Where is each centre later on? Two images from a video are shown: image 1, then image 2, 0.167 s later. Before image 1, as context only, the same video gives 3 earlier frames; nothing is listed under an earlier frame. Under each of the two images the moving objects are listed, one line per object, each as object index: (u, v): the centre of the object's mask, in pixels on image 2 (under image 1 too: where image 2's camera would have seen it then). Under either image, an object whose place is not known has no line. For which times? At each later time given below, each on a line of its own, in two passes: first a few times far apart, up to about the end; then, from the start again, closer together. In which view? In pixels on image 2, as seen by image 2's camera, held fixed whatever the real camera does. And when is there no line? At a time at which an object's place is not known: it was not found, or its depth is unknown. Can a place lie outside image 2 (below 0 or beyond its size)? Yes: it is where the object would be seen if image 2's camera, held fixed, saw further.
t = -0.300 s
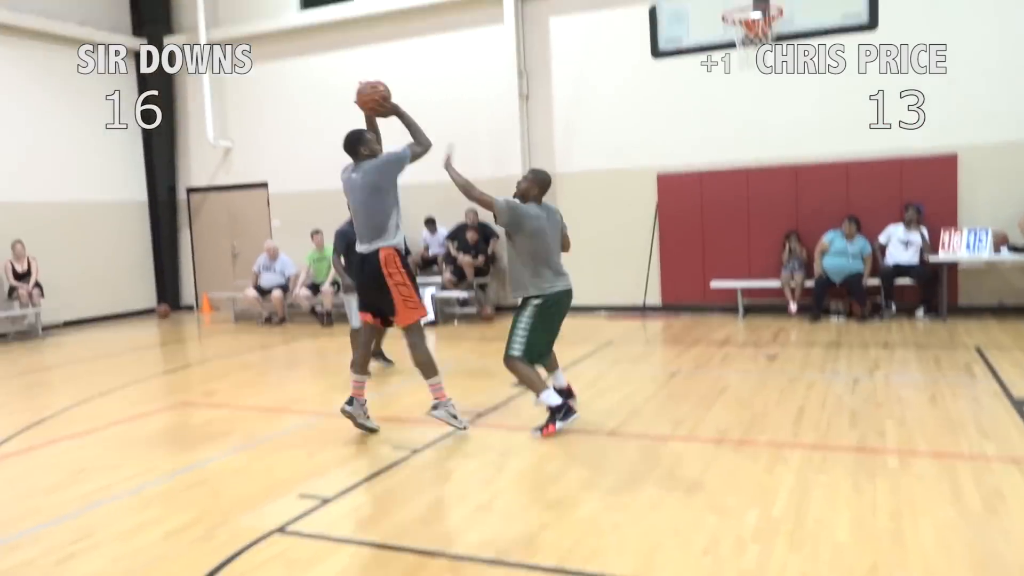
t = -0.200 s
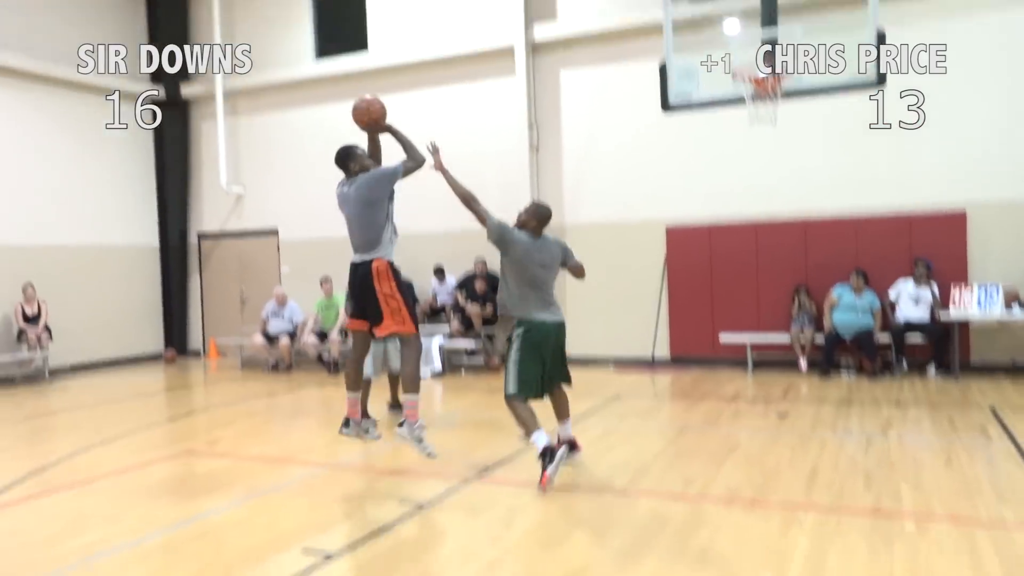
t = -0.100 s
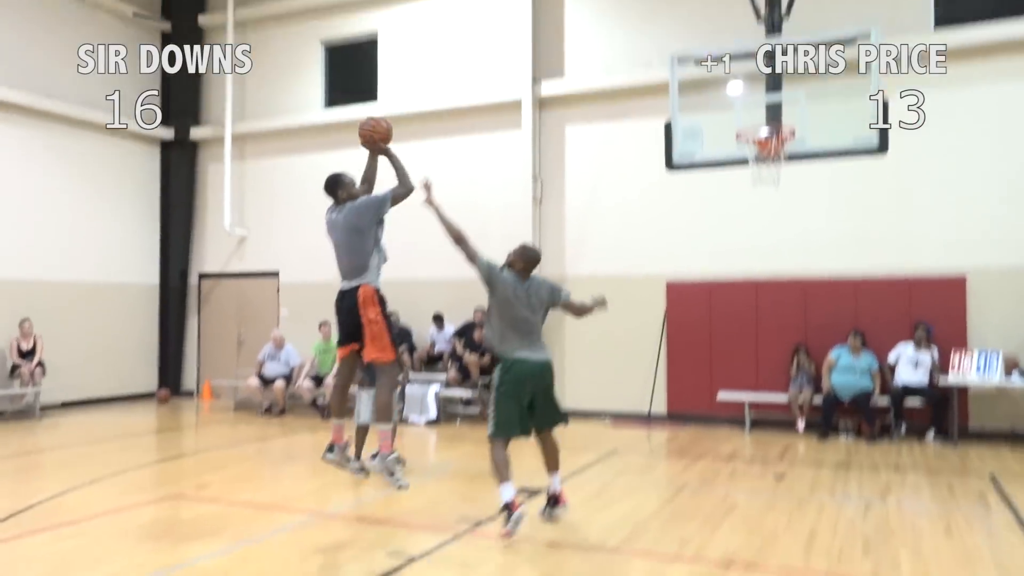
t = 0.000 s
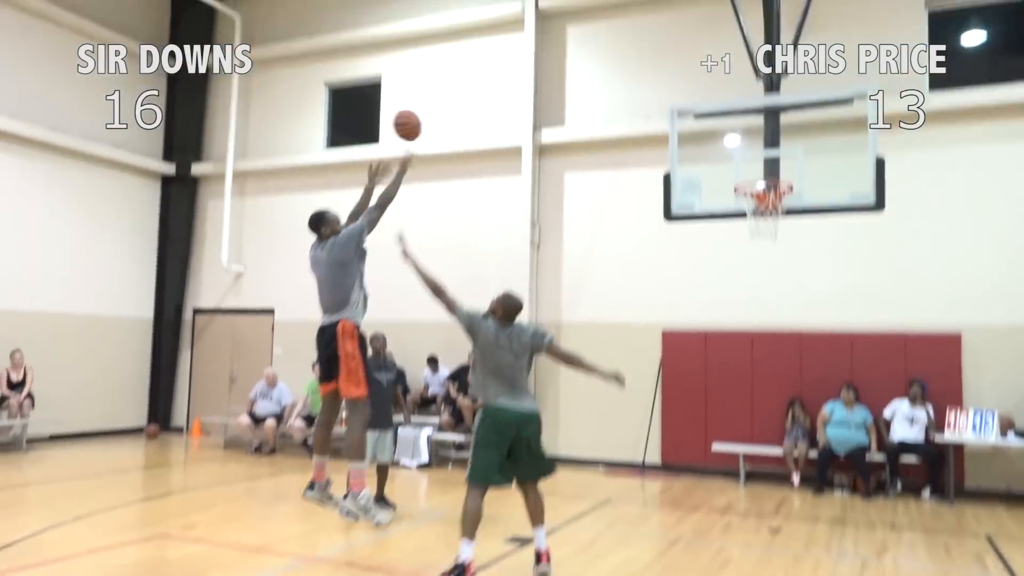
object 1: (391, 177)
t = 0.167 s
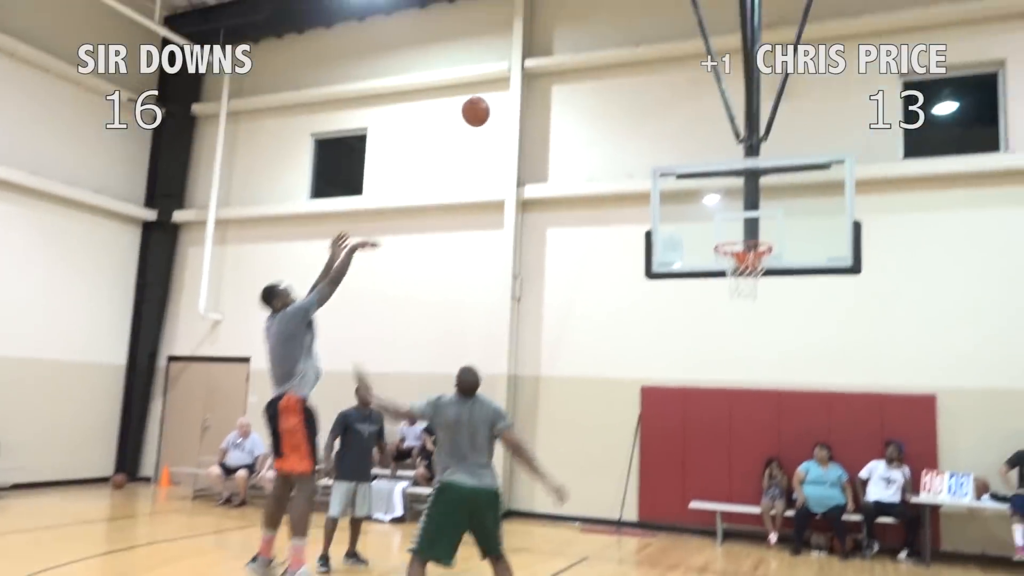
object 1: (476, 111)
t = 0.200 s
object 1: (490, 103)
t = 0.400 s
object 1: (571, 81)
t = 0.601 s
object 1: (645, 105)
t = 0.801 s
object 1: (709, 168)
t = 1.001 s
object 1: (759, 233)
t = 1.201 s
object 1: (767, 187)
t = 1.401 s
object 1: (777, 180)
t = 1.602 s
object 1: (789, 230)
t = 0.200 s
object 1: (490, 103)
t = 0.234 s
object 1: (504, 96)
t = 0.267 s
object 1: (519, 91)
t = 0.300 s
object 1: (534, 87)
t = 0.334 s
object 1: (547, 83)
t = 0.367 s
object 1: (560, 82)
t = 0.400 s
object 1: (571, 81)
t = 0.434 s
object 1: (583, 82)
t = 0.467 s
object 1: (596, 85)
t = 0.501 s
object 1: (608, 88)
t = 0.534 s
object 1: (621, 92)
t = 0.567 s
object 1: (633, 98)
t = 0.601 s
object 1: (645, 105)
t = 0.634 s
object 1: (656, 113)
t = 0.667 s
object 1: (667, 121)
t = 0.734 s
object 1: (689, 142)
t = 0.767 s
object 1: (699, 154)
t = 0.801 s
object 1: (709, 168)
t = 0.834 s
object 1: (720, 181)
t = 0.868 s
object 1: (731, 196)
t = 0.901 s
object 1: (741, 212)
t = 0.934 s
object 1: (751, 230)
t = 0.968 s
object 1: (756, 237)
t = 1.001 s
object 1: (759, 233)
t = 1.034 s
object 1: (760, 224)
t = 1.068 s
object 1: (761, 215)
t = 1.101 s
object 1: (762, 207)
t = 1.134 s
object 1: (763, 200)
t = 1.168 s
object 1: (765, 192)
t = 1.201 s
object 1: (767, 187)
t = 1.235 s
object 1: (768, 183)
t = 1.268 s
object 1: (770, 180)
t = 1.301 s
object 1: (772, 178)
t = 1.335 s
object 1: (773, 177)
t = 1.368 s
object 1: (775, 178)
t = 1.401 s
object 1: (777, 180)
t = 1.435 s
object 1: (779, 184)
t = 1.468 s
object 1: (782, 190)
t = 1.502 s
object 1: (783, 197)
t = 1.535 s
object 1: (785, 207)
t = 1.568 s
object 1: (787, 217)
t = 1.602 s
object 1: (789, 230)
